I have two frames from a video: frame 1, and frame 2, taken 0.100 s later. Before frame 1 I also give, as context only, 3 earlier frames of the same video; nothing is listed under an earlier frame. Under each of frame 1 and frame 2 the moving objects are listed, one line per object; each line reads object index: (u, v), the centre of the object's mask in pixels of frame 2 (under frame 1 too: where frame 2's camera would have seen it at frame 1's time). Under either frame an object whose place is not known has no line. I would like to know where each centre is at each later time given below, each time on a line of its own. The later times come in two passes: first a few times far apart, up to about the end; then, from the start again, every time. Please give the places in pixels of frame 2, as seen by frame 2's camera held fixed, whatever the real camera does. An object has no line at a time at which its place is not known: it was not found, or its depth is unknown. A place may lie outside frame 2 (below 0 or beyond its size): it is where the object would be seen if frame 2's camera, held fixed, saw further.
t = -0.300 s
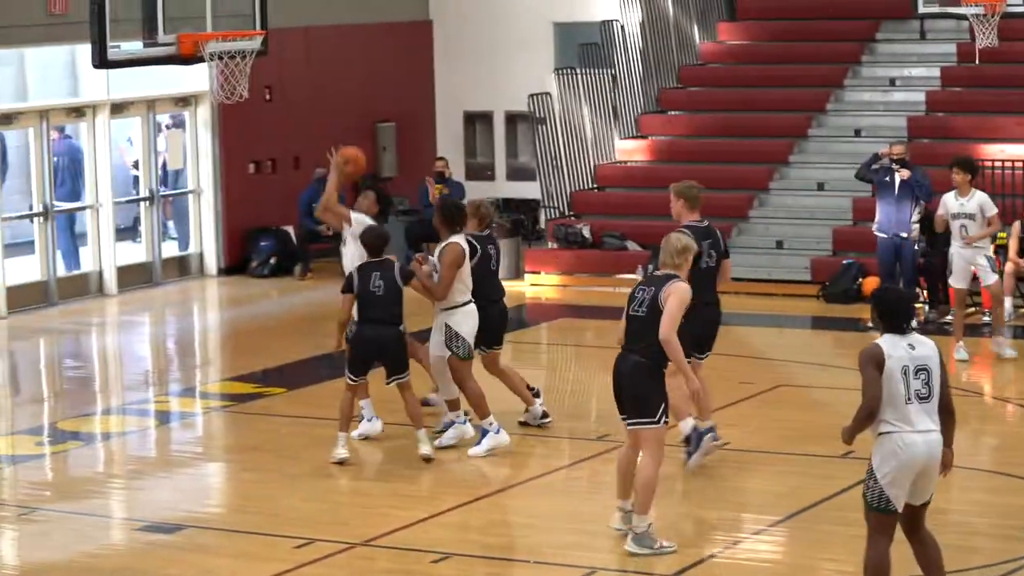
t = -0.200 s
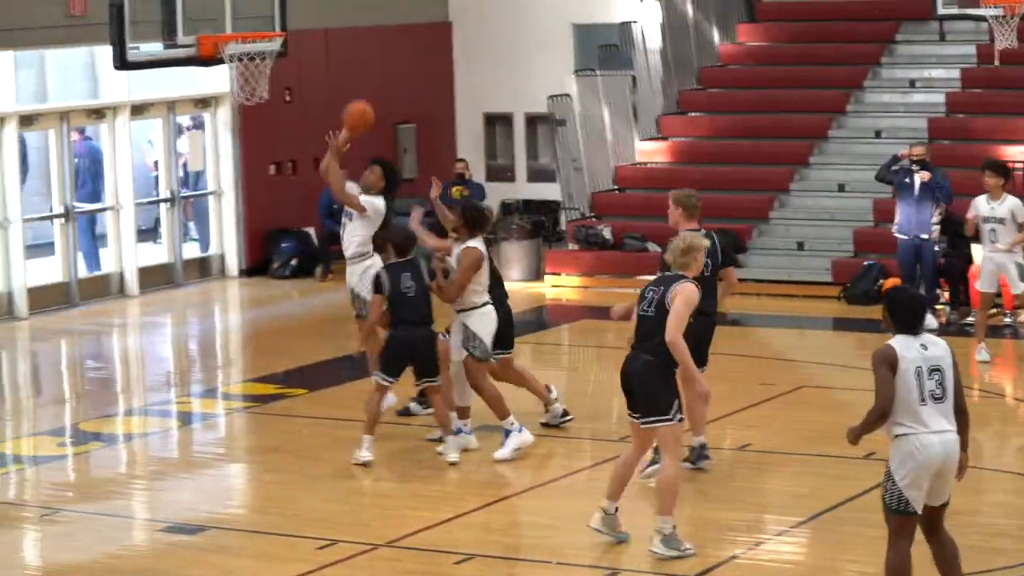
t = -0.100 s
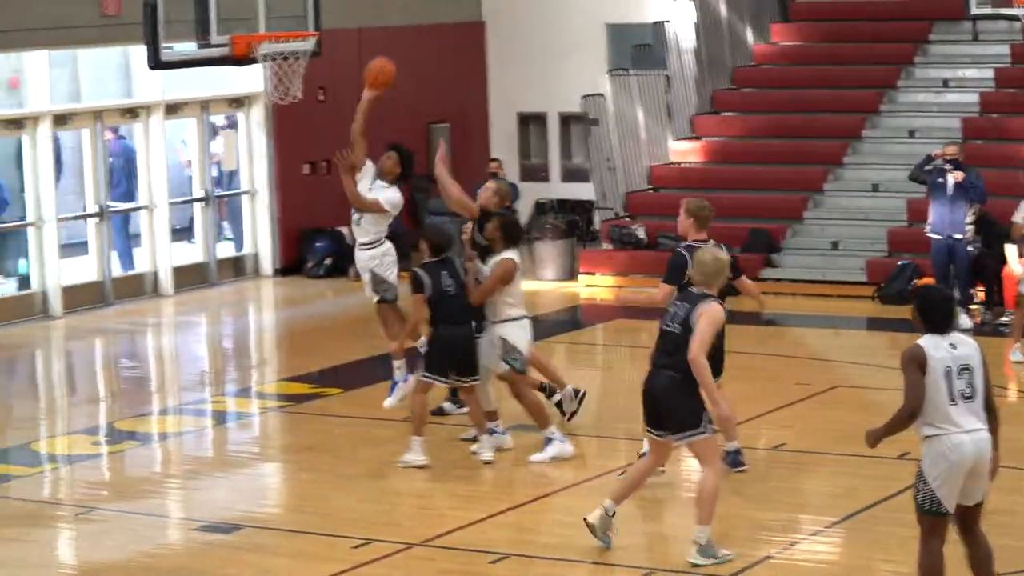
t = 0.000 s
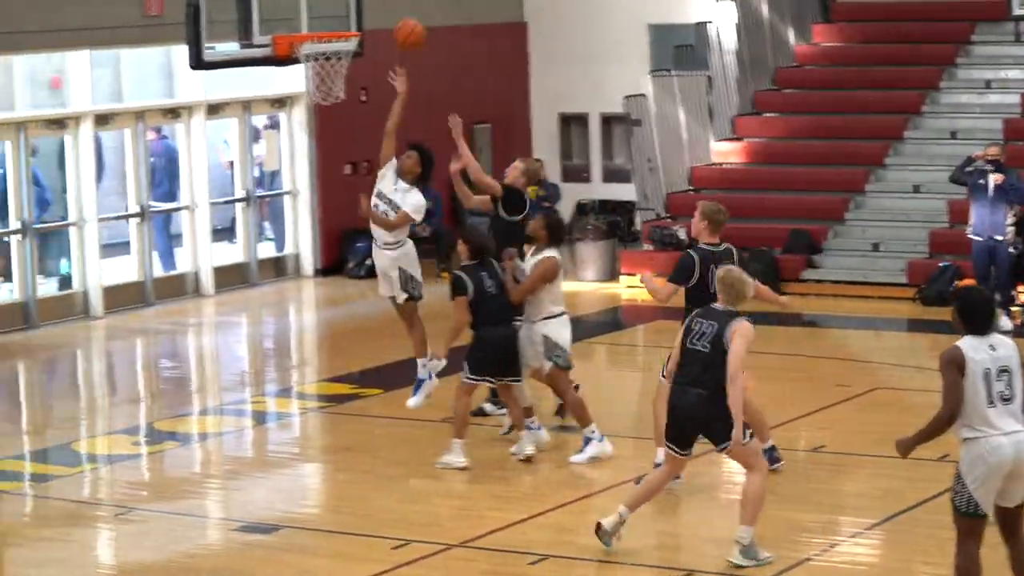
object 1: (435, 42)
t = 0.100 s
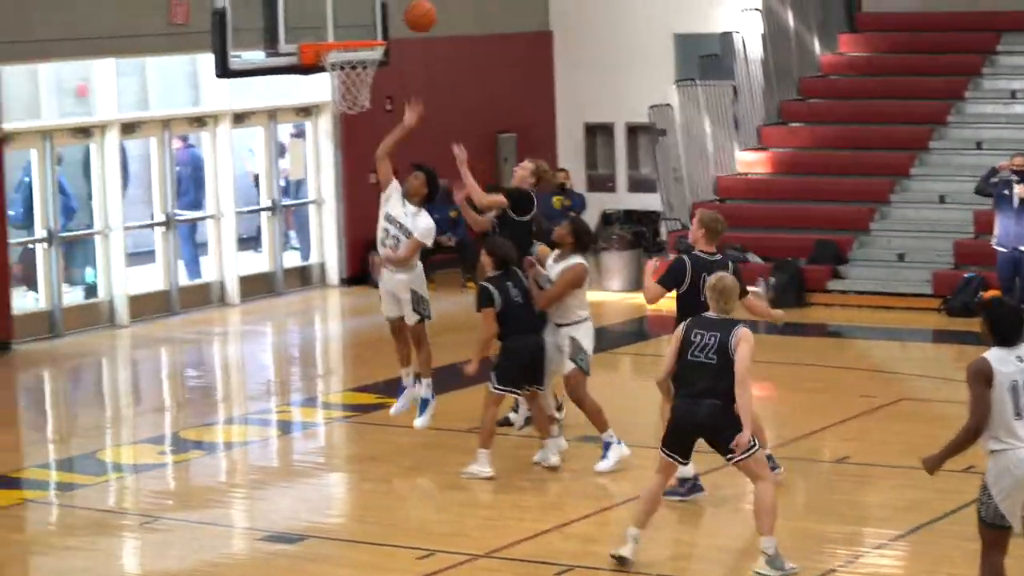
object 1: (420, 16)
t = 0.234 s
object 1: (403, -3)
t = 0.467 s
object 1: (373, 27)
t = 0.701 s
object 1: (331, 85)
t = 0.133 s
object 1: (415, 9)
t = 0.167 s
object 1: (409, 4)
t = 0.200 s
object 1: (405, 0)
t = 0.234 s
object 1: (403, -3)
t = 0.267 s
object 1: (399, -3)
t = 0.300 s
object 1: (395, -3)
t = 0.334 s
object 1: (391, 0)
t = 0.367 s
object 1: (386, 3)
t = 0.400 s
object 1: (382, 11)
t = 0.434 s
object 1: (377, 19)
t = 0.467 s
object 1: (373, 27)
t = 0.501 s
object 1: (368, 33)
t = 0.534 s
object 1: (361, 52)
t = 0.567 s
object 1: (355, 54)
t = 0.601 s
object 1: (351, 59)
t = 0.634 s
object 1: (343, 67)
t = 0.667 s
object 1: (339, 77)
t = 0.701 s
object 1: (331, 85)
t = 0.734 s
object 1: (329, 99)
